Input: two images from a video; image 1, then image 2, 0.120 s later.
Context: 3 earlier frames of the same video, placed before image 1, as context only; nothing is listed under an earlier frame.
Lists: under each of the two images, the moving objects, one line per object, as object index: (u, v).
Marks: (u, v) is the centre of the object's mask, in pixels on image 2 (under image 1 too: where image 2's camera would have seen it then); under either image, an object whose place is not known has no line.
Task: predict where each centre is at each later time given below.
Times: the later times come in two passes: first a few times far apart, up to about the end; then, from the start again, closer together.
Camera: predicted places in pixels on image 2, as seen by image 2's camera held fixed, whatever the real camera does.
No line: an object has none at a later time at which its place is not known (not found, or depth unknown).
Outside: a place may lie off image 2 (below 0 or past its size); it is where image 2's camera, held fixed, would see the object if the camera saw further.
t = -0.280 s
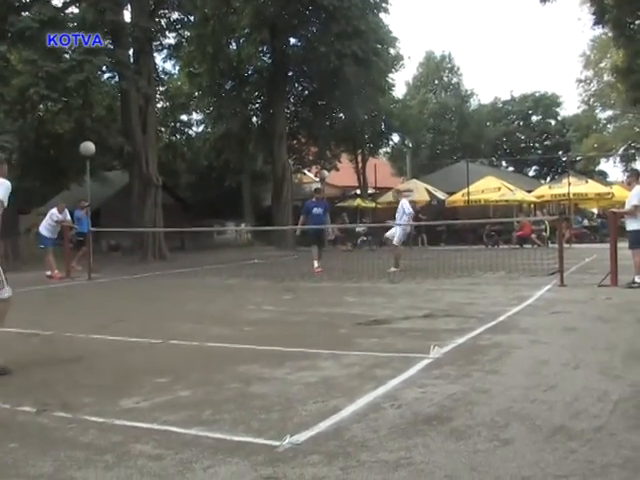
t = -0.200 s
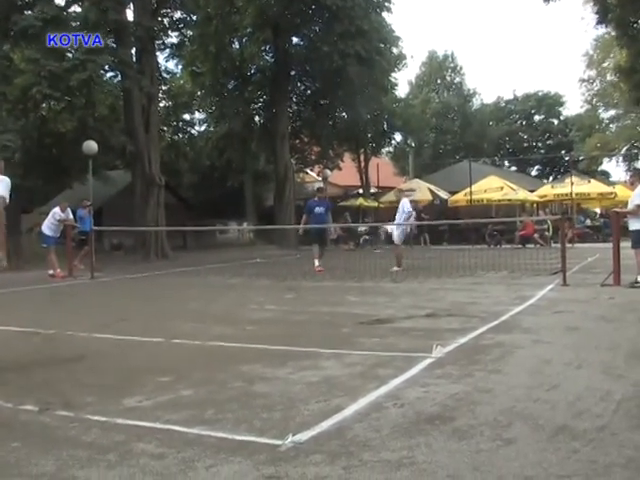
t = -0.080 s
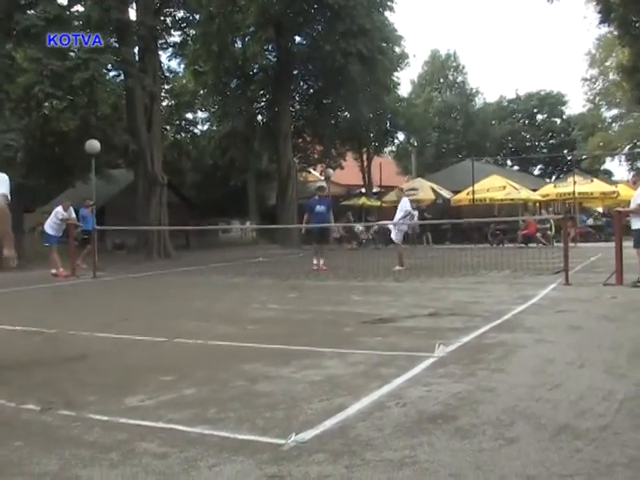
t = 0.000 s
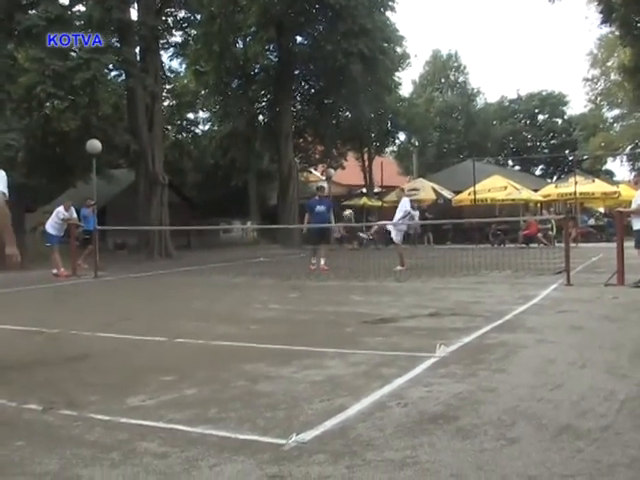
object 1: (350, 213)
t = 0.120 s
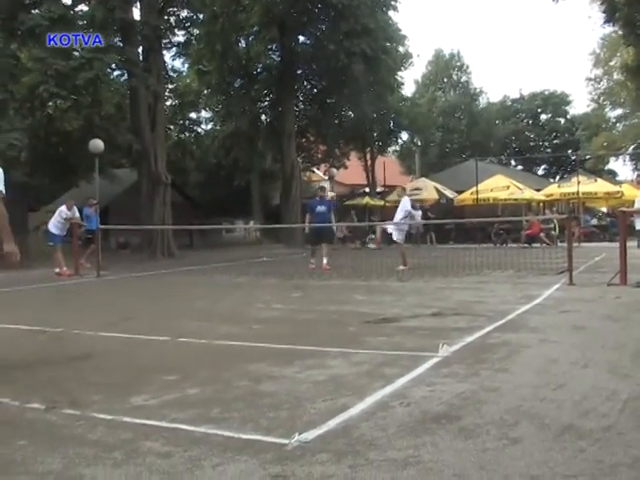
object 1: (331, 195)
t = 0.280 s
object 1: (302, 182)
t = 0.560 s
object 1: (253, 190)
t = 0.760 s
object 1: (214, 222)
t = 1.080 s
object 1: (154, 255)
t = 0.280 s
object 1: (302, 182)
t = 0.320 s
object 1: (296, 180)
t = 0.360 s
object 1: (289, 180)
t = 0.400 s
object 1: (283, 181)
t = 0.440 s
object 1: (275, 181)
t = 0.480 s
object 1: (268, 184)
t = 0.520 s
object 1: (260, 186)
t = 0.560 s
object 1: (253, 190)
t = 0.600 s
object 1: (245, 195)
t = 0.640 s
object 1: (238, 200)
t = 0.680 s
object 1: (230, 206)
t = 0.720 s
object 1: (222, 214)
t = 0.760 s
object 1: (214, 222)
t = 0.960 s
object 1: (169, 279)
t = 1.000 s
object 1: (163, 275)
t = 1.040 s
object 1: (160, 264)
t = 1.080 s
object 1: (154, 255)
